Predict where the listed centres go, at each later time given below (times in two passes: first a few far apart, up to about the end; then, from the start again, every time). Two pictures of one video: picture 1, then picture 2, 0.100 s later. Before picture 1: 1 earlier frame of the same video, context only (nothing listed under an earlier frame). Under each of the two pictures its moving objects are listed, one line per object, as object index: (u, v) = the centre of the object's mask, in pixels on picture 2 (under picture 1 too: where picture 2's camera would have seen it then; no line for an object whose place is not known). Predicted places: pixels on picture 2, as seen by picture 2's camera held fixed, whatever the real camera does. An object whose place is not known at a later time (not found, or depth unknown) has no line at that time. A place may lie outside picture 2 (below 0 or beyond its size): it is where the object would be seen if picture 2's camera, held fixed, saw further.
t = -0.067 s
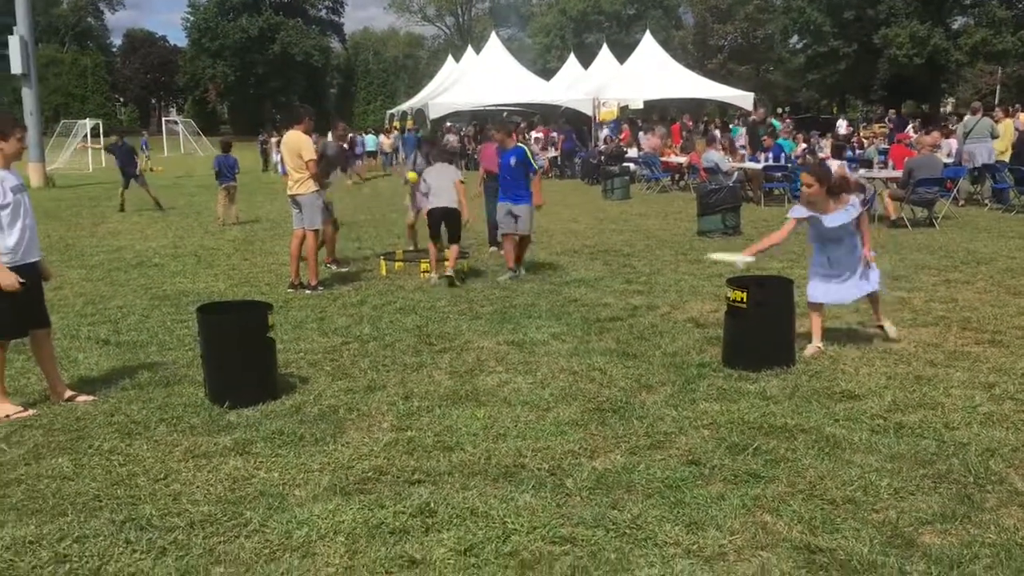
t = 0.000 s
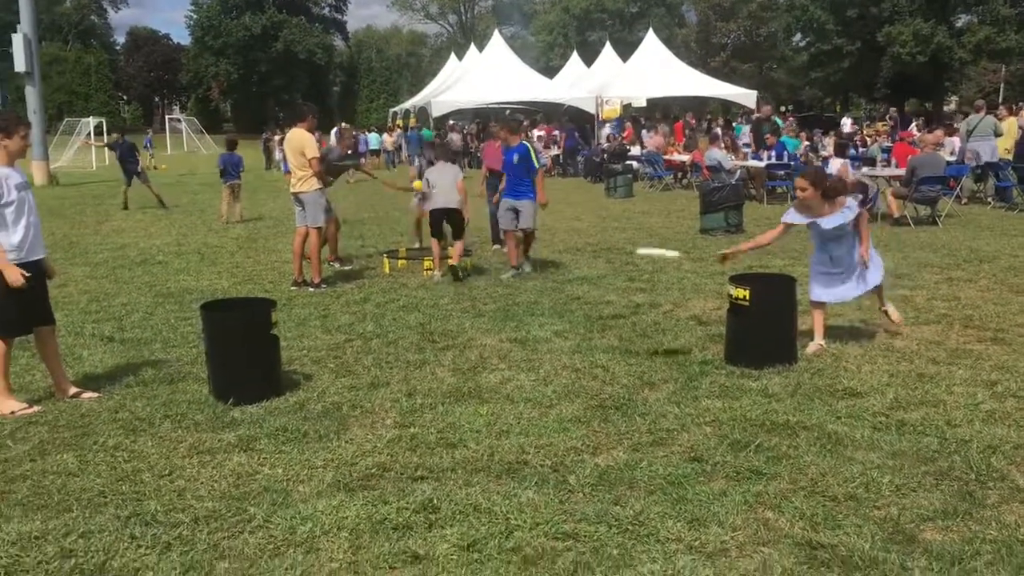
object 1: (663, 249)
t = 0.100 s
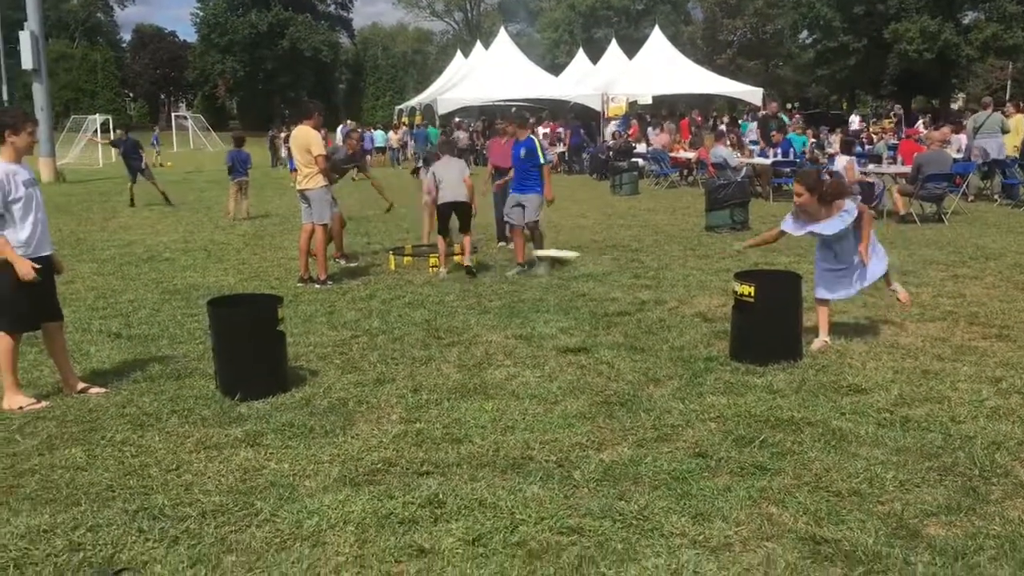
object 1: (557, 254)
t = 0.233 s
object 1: (418, 268)
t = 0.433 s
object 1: (223, 293)
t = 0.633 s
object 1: (73, 331)
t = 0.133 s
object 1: (521, 257)
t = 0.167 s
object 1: (487, 260)
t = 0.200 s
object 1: (453, 264)
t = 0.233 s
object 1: (418, 268)
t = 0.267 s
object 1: (387, 272)
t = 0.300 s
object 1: (354, 276)
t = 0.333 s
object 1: (323, 280)
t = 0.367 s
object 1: (293, 285)
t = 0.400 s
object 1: (263, 290)
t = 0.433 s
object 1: (223, 293)
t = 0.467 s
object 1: (195, 299)
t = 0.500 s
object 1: (176, 307)
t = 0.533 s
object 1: (149, 312)
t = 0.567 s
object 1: (122, 319)
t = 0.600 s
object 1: (95, 324)
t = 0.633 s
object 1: (73, 331)
